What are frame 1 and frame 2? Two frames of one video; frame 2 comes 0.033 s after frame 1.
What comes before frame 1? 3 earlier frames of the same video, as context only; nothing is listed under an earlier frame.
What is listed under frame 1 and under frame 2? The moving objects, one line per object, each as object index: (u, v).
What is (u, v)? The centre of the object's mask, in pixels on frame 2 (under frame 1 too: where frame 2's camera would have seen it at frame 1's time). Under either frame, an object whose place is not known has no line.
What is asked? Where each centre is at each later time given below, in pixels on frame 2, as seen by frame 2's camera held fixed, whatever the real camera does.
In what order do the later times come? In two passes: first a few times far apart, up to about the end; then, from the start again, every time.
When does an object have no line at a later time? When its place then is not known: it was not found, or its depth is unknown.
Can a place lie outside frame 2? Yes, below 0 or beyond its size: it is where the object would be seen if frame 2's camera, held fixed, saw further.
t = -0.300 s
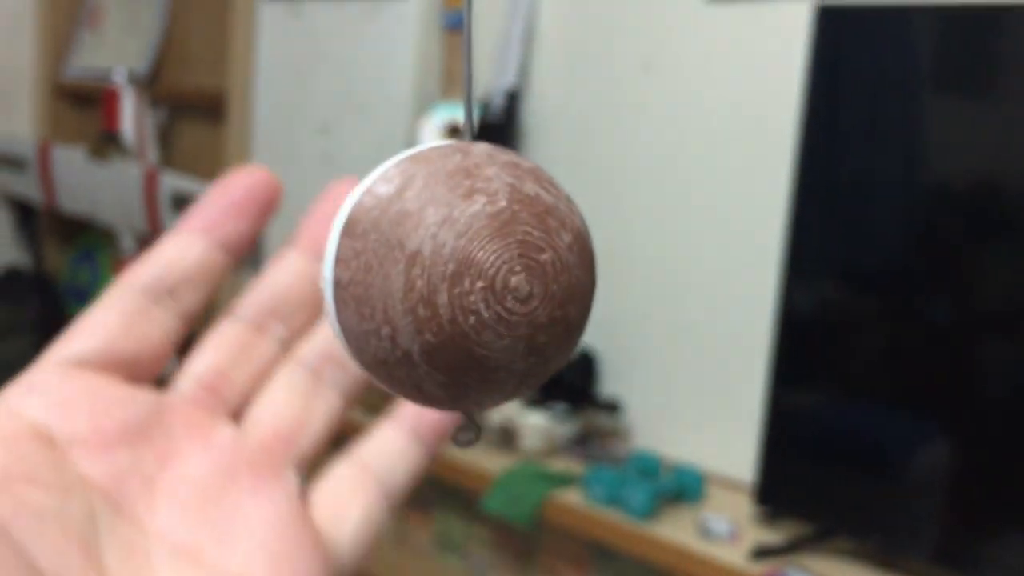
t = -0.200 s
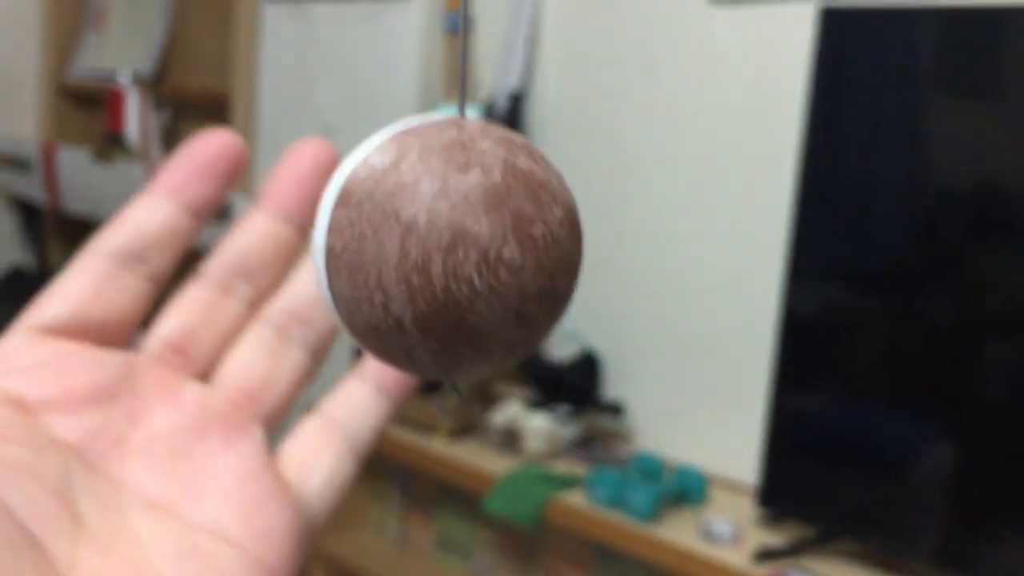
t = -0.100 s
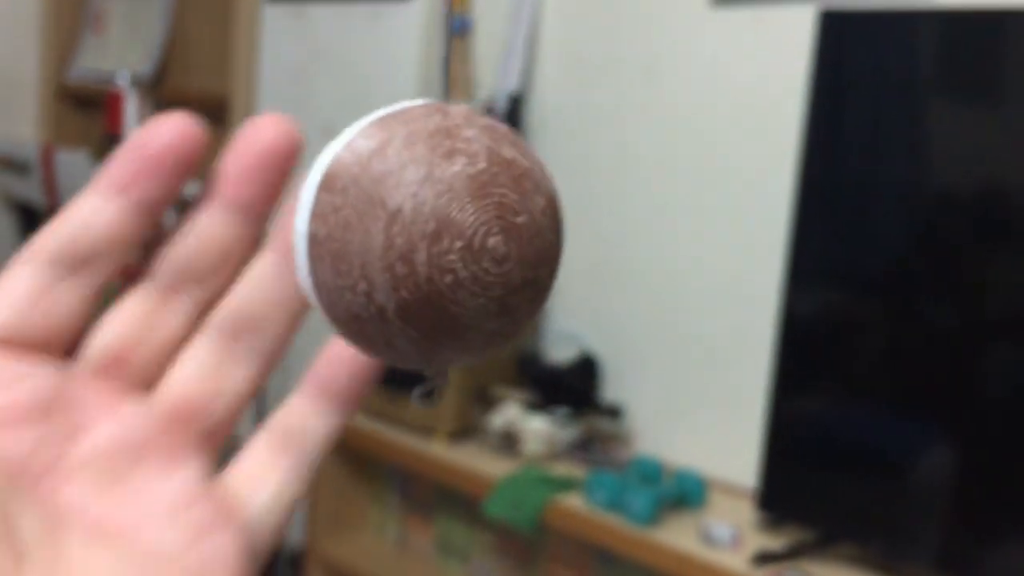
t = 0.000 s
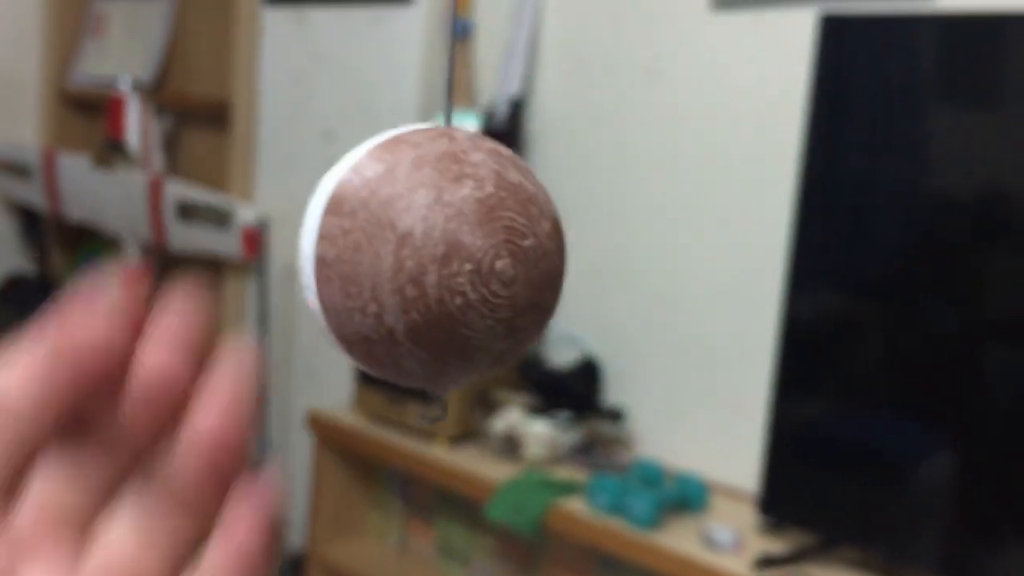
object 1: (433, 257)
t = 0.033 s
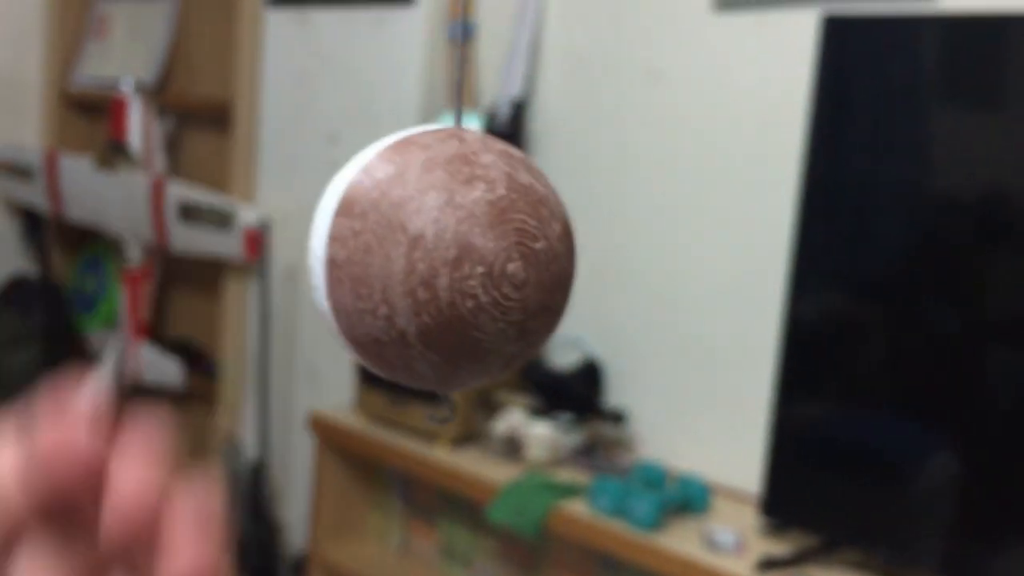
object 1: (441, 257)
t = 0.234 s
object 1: (515, 231)
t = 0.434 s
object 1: (556, 271)
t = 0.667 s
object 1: (511, 289)
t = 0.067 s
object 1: (450, 253)
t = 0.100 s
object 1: (463, 246)
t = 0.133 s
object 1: (477, 244)
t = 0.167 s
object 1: (490, 238)
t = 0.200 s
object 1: (502, 231)
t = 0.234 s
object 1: (515, 231)
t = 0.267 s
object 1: (525, 236)
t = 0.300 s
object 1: (536, 249)
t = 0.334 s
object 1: (545, 261)
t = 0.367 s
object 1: (551, 269)
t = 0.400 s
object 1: (555, 274)
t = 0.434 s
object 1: (556, 271)
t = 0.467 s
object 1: (553, 266)
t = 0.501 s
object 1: (549, 262)
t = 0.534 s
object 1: (543, 263)
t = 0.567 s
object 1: (536, 267)
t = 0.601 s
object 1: (527, 277)
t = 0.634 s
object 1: (519, 286)
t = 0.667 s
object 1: (511, 289)
